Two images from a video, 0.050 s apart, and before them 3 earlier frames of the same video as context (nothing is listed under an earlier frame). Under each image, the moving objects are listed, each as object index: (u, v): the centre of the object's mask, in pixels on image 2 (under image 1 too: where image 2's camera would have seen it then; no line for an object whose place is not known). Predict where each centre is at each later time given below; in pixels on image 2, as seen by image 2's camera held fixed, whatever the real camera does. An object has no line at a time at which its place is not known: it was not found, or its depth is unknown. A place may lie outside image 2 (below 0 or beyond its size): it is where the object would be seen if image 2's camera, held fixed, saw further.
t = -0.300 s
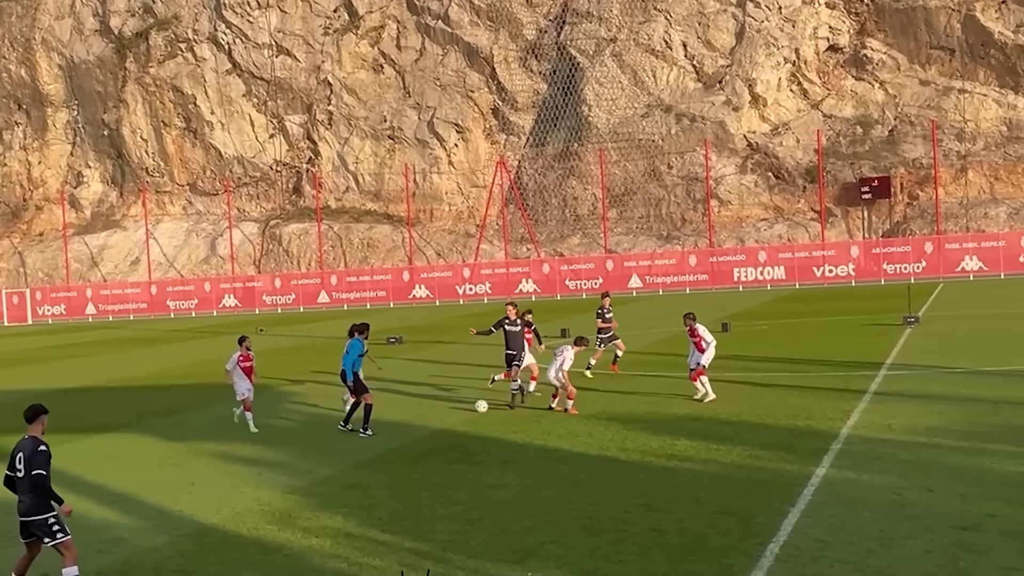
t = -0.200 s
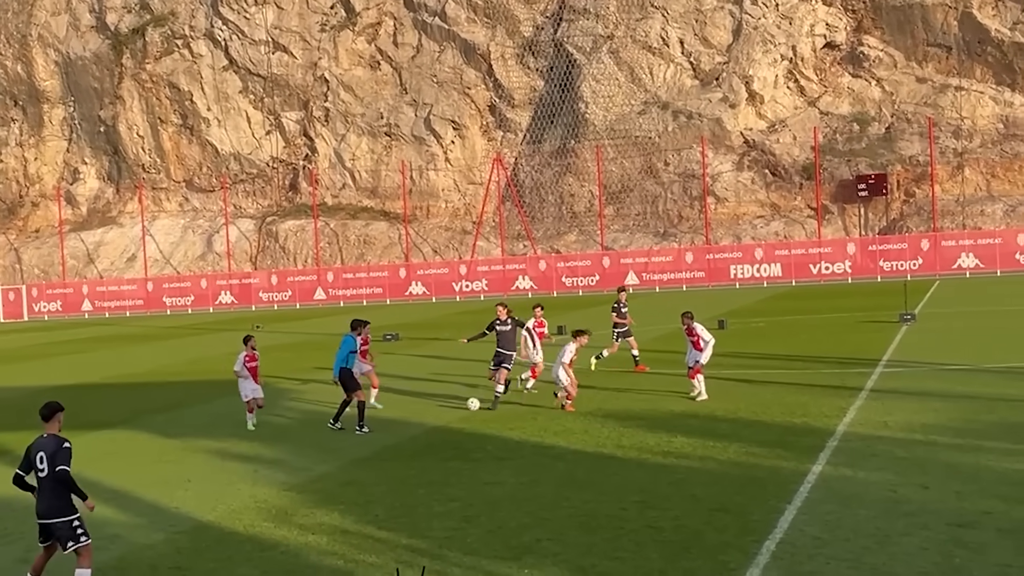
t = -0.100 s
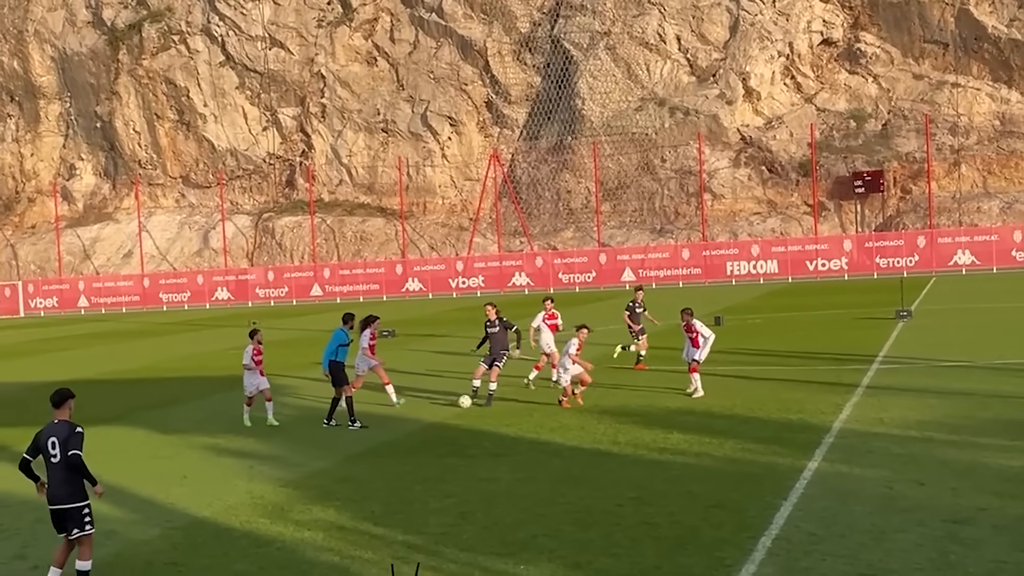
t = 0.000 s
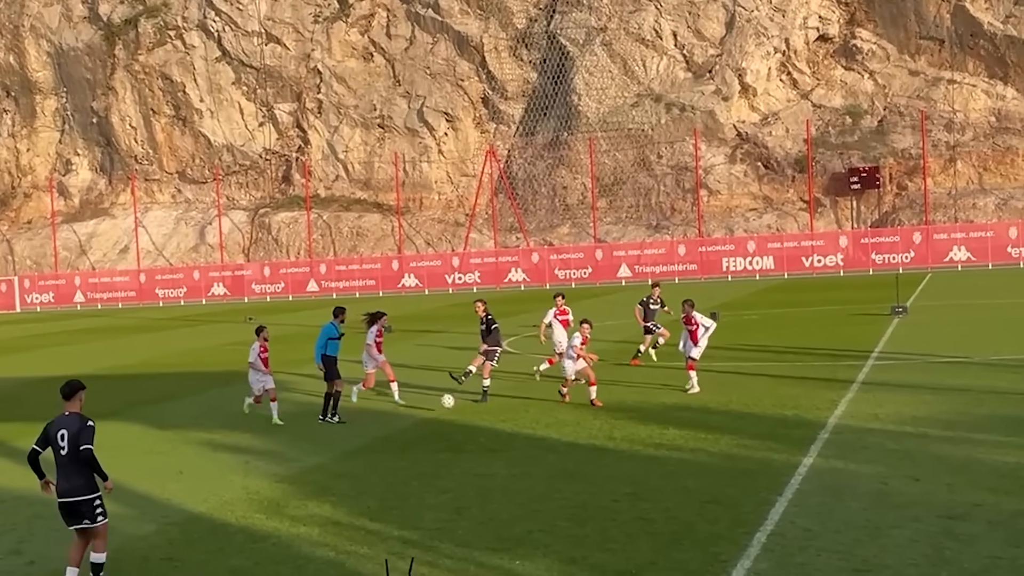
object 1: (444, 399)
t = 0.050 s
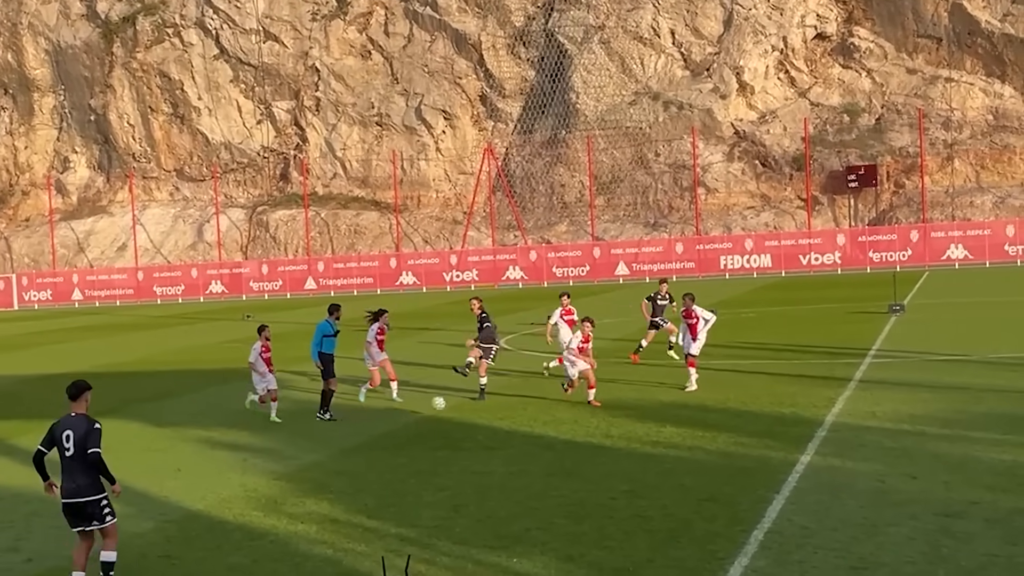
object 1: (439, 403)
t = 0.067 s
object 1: (436, 405)
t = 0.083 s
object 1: (434, 407)
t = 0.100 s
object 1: (431, 410)
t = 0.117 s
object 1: (430, 412)
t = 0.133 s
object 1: (428, 415)
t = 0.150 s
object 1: (426, 419)
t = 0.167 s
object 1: (424, 423)
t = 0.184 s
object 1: (422, 426)
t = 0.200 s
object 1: (421, 430)
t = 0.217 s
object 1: (420, 432)
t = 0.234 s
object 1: (418, 432)
